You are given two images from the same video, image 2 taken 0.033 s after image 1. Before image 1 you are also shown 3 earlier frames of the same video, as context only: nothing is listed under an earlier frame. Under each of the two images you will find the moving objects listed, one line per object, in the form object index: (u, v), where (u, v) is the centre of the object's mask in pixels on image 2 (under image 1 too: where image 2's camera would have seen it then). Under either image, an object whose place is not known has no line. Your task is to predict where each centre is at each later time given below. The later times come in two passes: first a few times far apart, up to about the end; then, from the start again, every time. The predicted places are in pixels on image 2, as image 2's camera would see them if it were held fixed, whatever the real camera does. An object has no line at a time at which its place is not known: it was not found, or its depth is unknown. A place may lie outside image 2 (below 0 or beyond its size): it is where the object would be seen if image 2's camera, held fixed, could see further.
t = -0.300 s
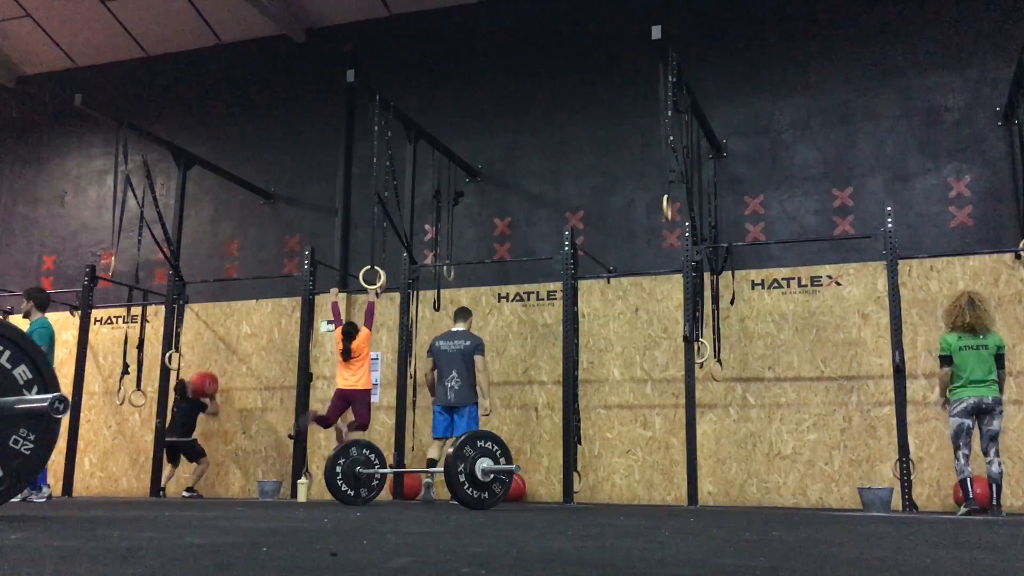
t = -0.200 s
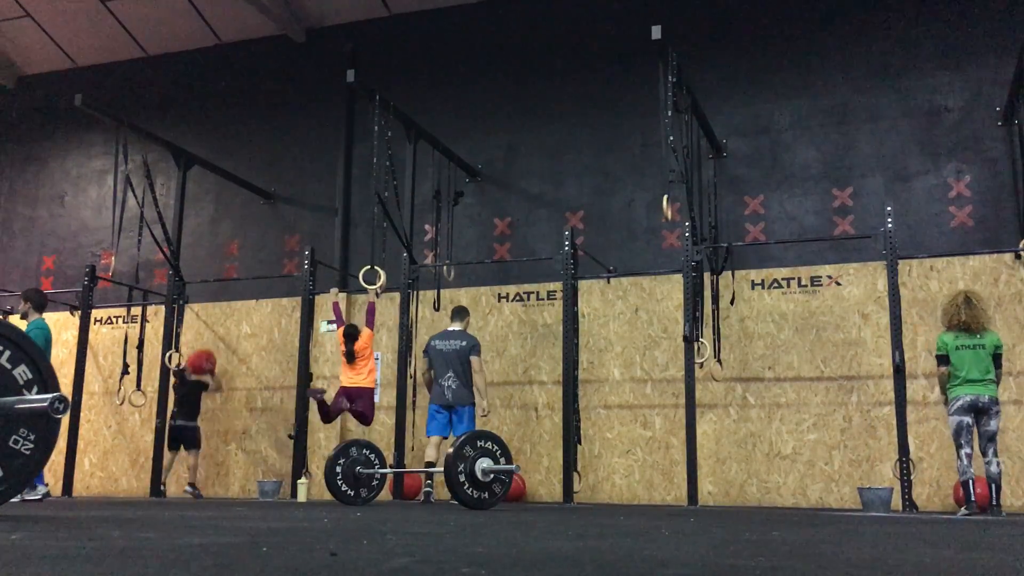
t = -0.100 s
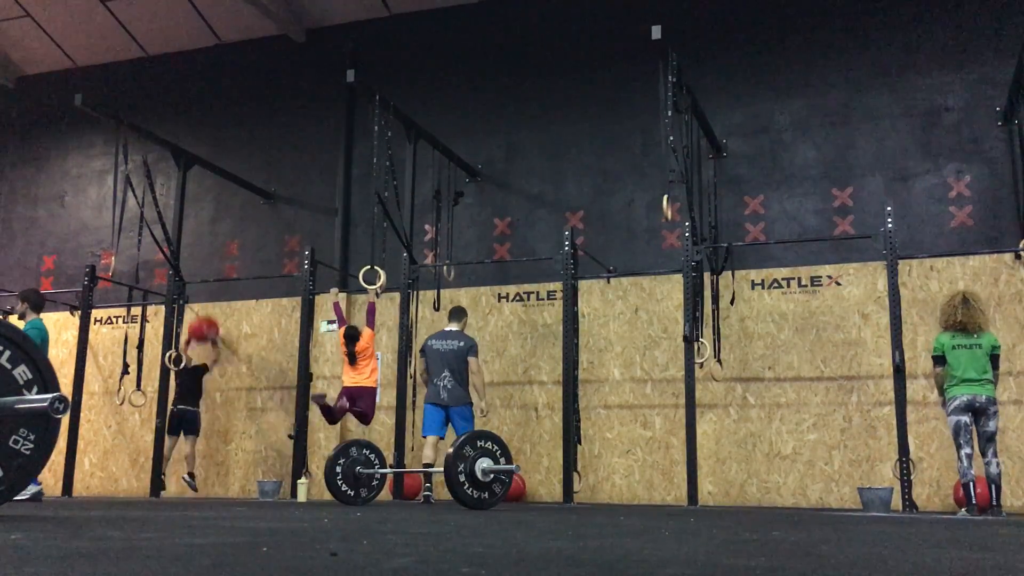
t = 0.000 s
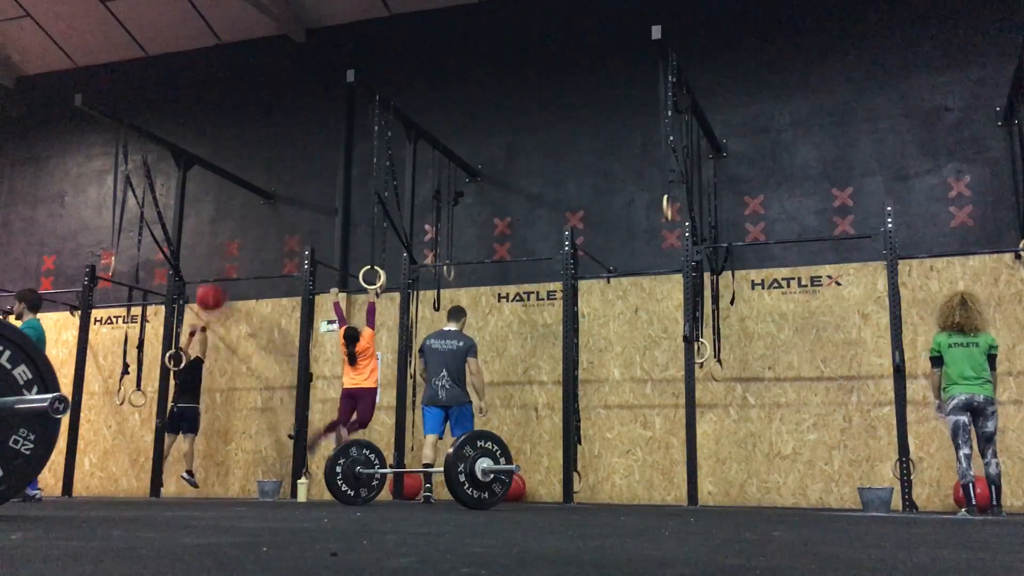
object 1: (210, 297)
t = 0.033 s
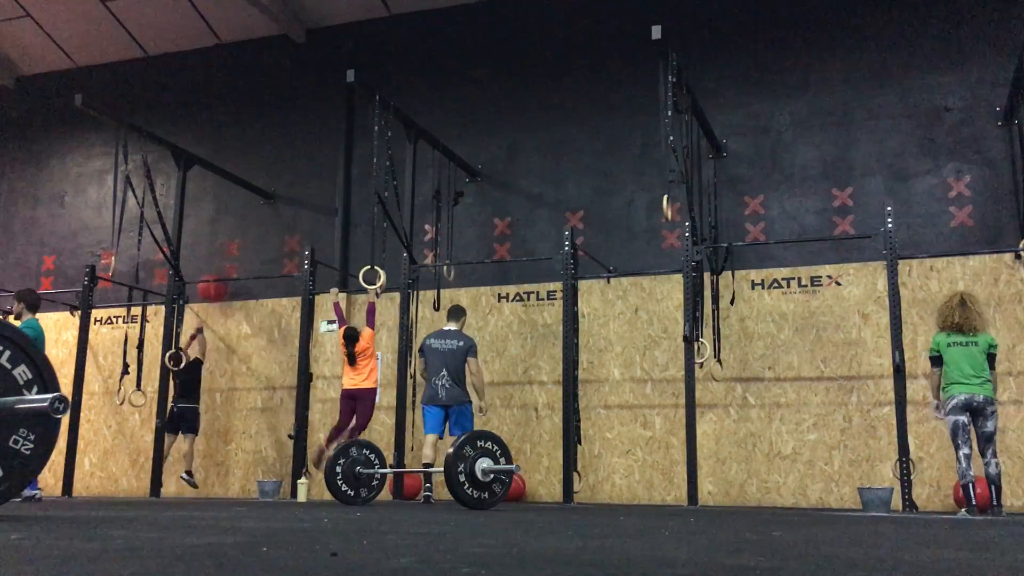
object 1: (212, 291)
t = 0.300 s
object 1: (226, 248)
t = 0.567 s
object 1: (221, 260)
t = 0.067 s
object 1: (214, 282)
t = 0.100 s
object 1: (215, 271)
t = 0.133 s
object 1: (218, 266)
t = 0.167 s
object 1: (219, 261)
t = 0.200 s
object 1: (221, 256)
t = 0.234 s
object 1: (223, 253)
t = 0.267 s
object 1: (225, 250)
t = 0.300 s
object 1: (226, 248)
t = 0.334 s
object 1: (227, 247)
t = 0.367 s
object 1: (227, 247)
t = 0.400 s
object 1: (226, 247)
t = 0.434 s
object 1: (226, 248)
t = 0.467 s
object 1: (225, 250)
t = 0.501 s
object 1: (224, 252)
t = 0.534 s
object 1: (223, 256)
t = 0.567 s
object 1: (221, 260)
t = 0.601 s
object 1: (221, 265)
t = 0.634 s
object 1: (219, 270)
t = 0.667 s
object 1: (219, 278)
